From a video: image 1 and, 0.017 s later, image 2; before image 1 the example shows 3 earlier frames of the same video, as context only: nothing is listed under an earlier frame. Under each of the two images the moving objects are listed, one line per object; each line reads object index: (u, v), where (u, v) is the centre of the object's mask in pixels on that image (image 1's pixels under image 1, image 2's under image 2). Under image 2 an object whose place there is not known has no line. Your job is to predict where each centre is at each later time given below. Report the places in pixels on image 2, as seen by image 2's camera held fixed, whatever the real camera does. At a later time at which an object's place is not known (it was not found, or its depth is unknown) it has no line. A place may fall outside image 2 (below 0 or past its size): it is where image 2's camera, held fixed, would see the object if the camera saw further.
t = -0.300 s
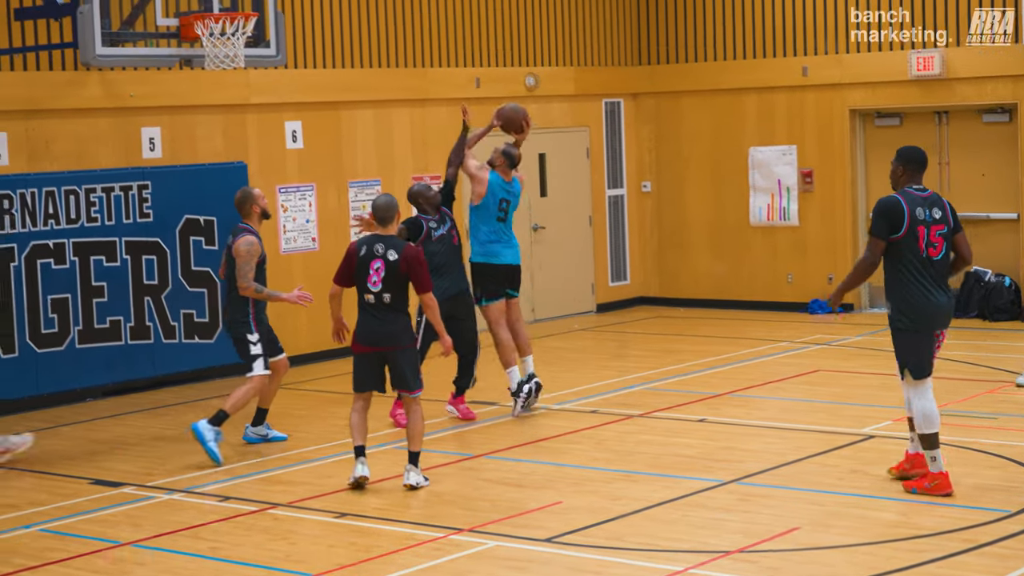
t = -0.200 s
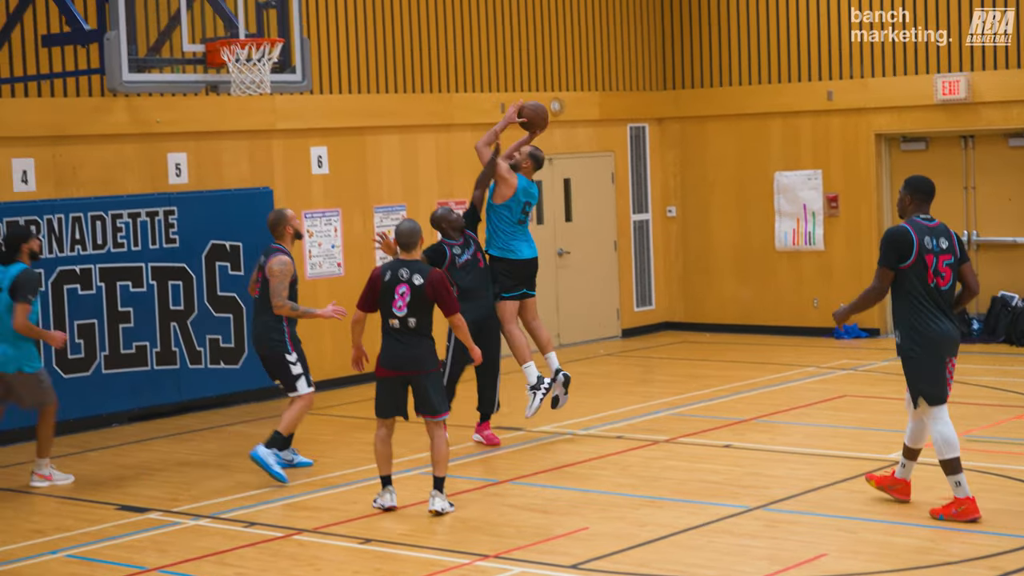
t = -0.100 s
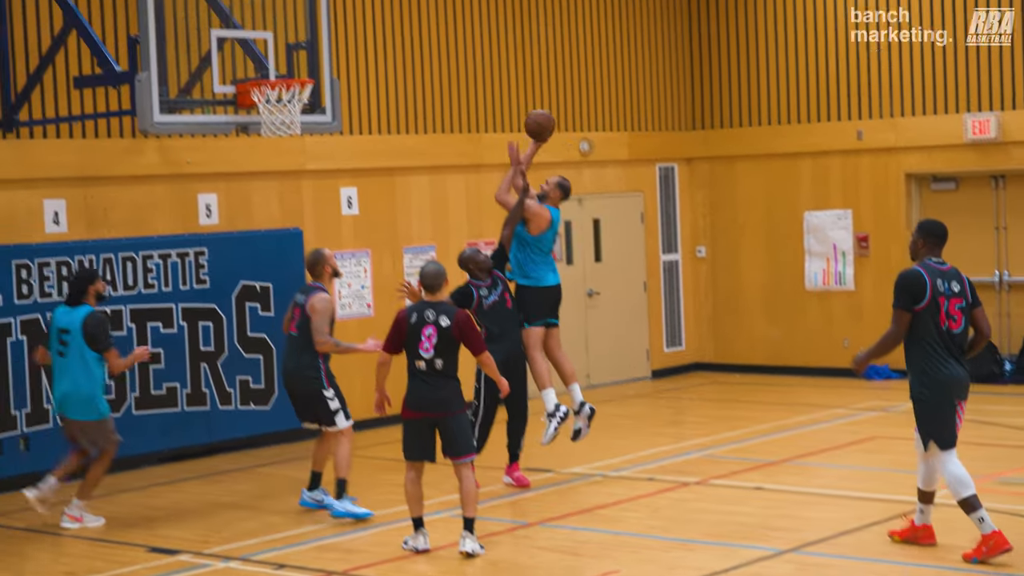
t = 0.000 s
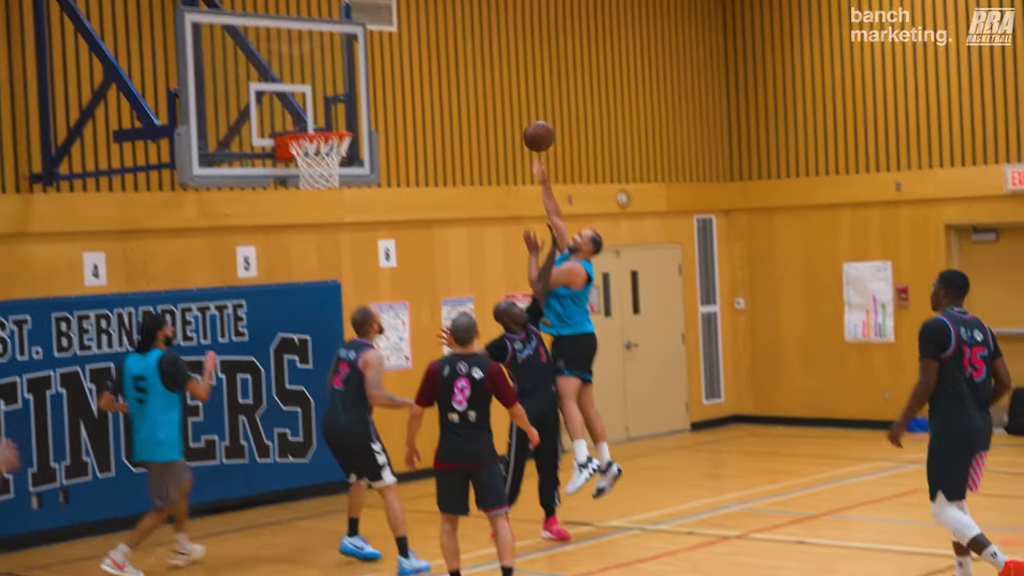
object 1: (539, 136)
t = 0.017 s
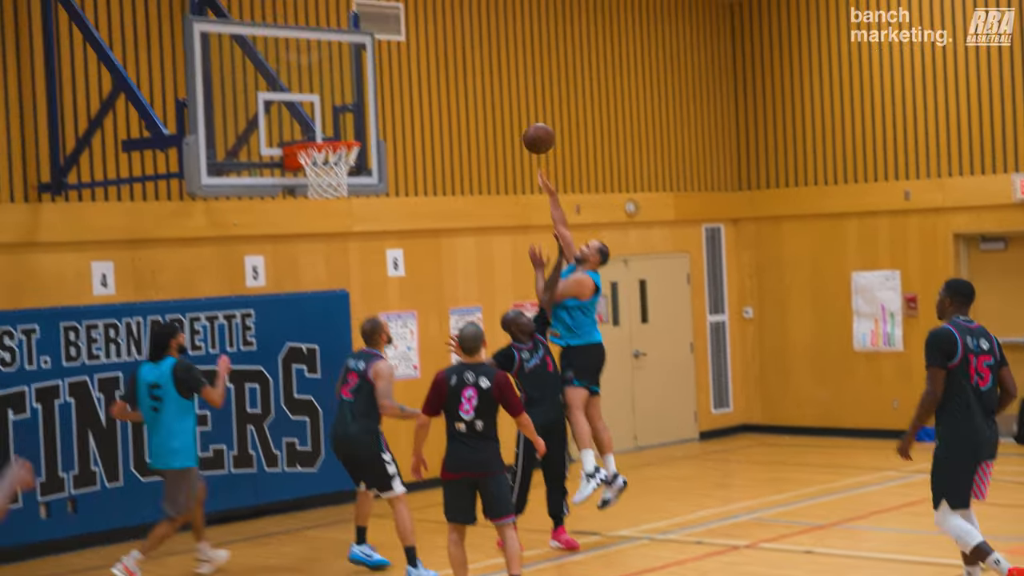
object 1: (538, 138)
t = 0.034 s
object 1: (529, 131)
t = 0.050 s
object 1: (520, 126)
